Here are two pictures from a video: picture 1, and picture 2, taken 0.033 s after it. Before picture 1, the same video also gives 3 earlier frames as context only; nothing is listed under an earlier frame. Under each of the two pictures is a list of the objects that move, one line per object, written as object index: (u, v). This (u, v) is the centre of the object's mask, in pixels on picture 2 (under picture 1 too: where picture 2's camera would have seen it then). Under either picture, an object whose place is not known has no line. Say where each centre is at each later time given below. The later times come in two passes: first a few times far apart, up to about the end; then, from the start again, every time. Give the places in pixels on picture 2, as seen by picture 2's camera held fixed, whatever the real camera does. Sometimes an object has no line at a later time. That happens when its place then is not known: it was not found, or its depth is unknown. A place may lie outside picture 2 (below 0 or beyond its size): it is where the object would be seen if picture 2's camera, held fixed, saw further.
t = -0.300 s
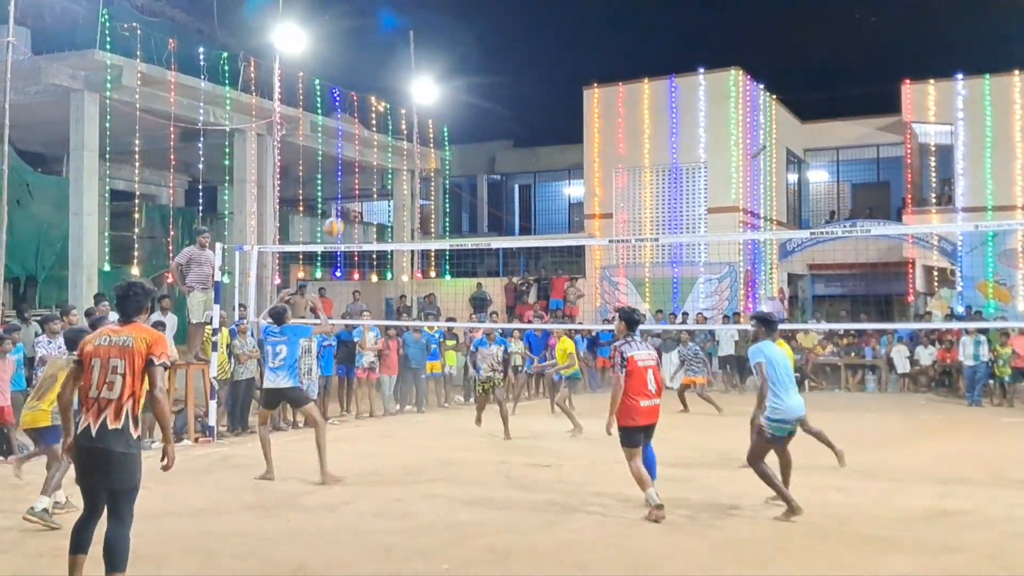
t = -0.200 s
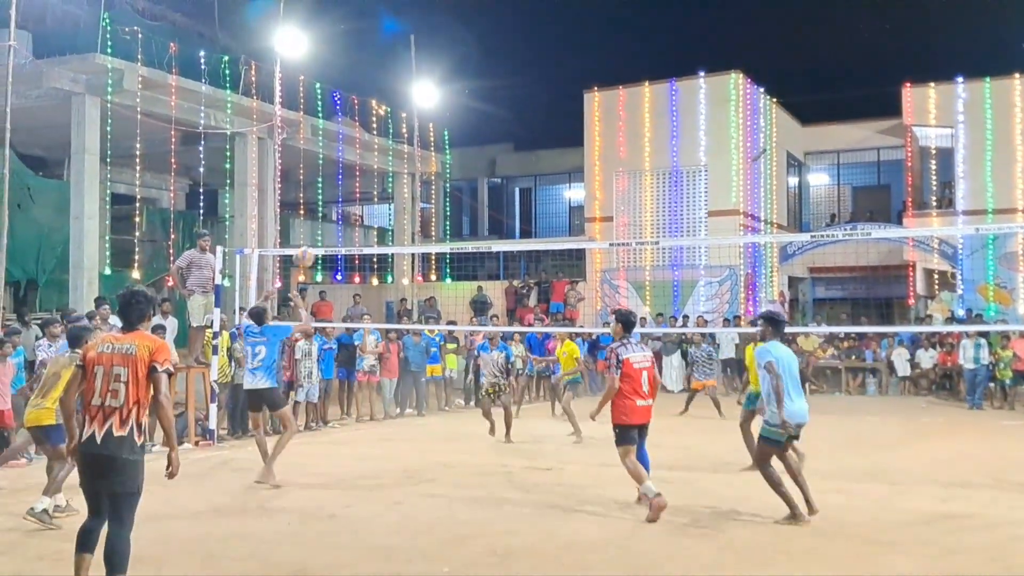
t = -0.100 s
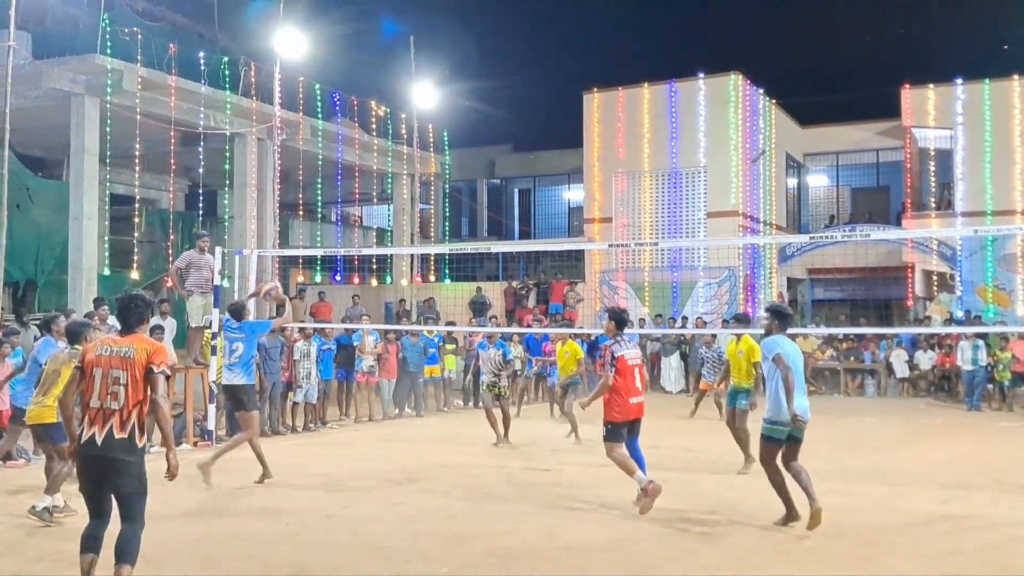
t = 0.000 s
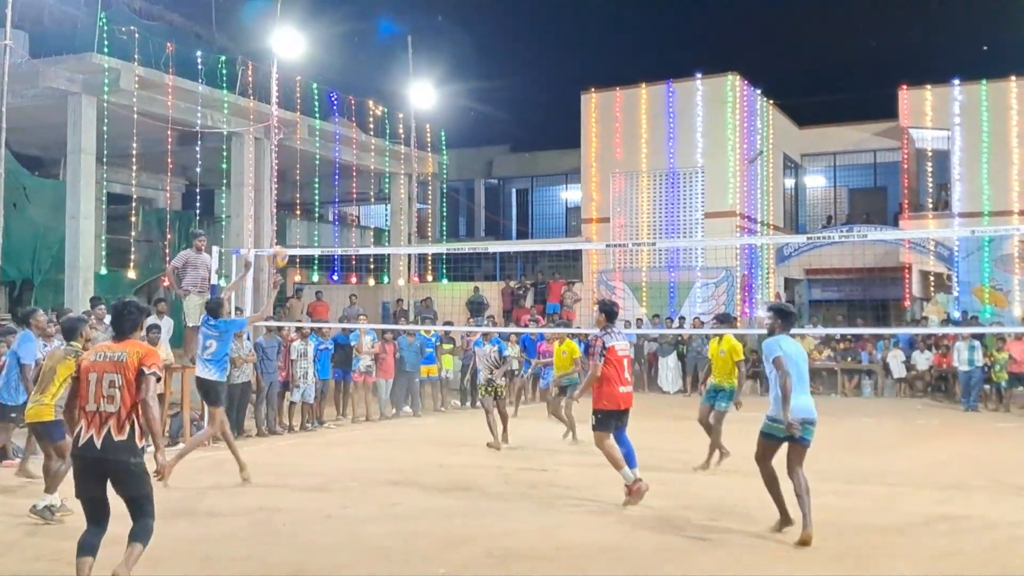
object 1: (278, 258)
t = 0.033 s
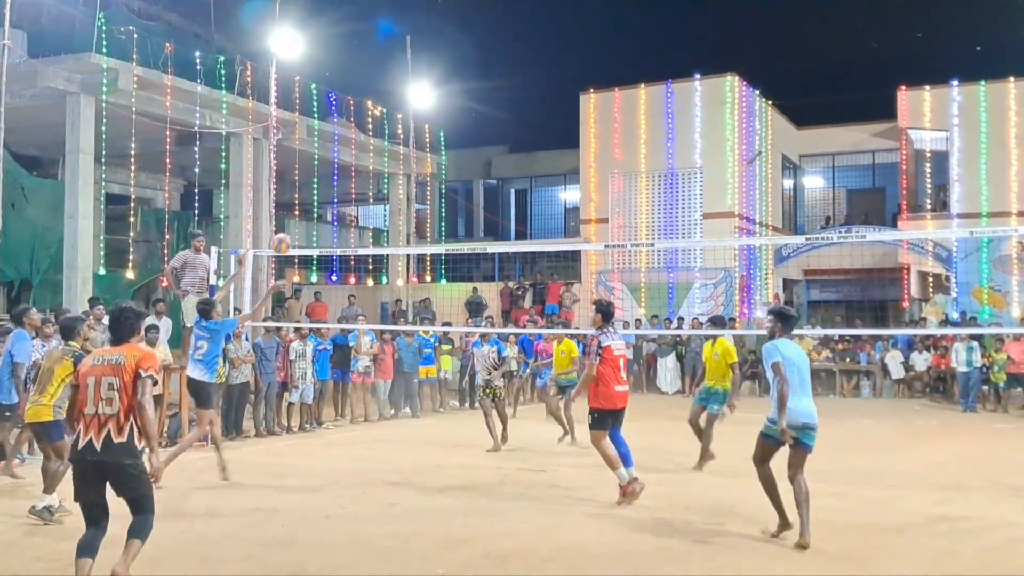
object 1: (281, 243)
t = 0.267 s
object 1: (319, 178)
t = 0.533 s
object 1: (361, 165)
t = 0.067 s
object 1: (286, 231)
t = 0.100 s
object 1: (292, 219)
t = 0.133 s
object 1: (298, 209)
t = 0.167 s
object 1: (303, 200)
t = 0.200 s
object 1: (308, 192)
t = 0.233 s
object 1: (314, 184)
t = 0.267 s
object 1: (319, 178)
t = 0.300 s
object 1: (325, 172)
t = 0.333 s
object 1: (330, 168)
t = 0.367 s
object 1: (335, 165)
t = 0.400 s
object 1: (340, 163)
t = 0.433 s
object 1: (346, 161)
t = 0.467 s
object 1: (351, 161)
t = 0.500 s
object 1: (356, 162)
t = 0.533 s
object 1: (361, 165)
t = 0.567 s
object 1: (367, 167)
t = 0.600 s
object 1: (372, 171)
